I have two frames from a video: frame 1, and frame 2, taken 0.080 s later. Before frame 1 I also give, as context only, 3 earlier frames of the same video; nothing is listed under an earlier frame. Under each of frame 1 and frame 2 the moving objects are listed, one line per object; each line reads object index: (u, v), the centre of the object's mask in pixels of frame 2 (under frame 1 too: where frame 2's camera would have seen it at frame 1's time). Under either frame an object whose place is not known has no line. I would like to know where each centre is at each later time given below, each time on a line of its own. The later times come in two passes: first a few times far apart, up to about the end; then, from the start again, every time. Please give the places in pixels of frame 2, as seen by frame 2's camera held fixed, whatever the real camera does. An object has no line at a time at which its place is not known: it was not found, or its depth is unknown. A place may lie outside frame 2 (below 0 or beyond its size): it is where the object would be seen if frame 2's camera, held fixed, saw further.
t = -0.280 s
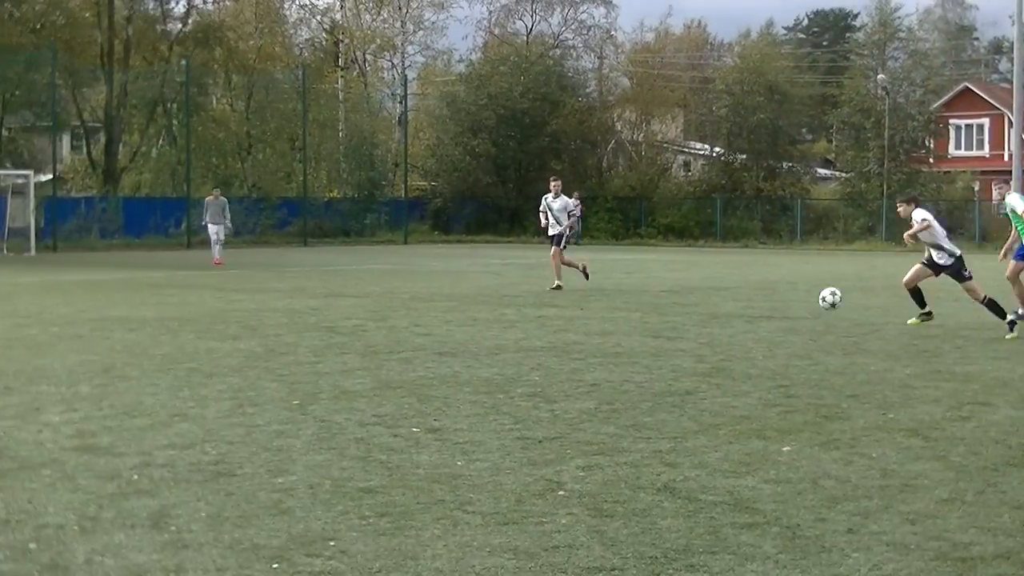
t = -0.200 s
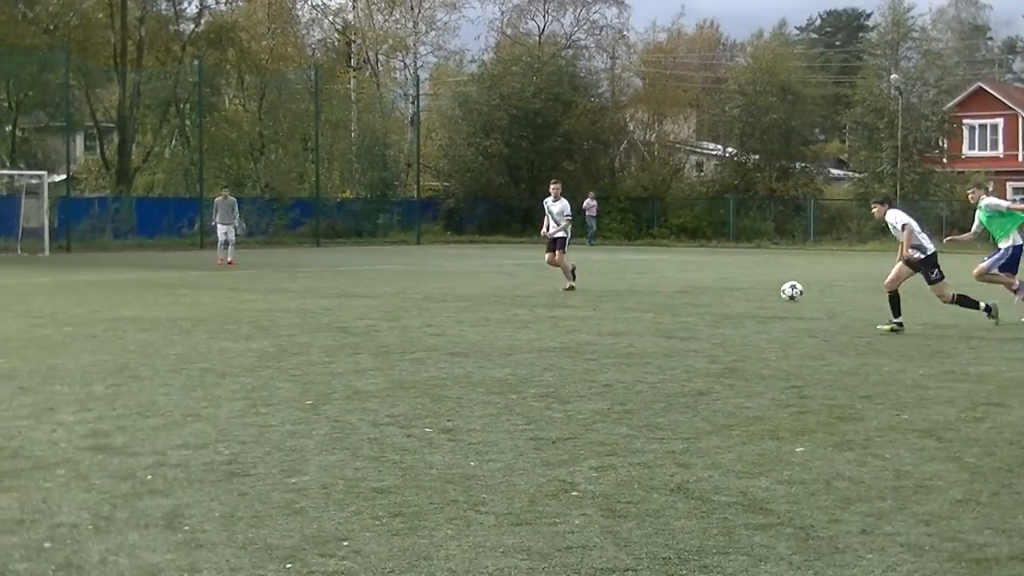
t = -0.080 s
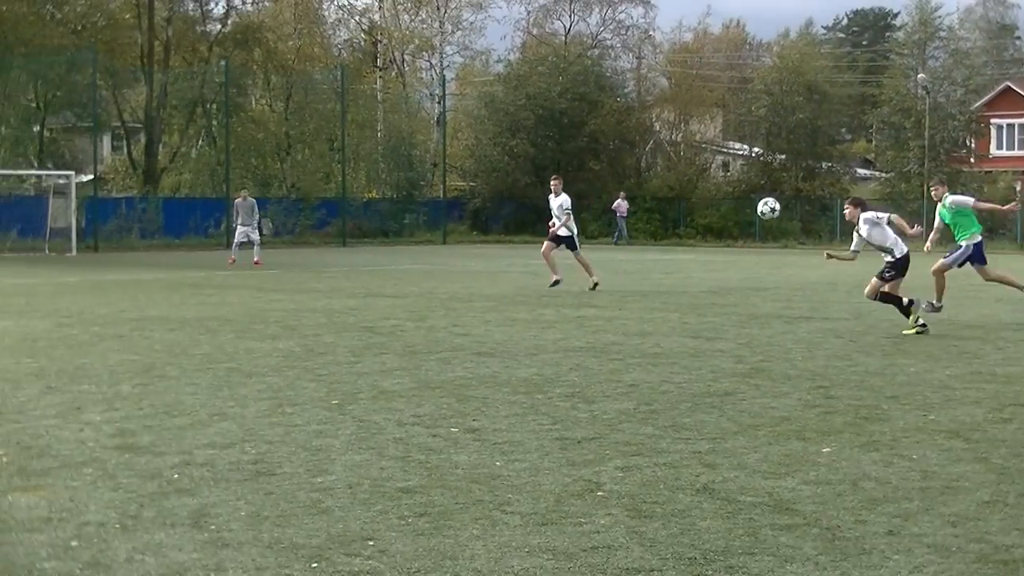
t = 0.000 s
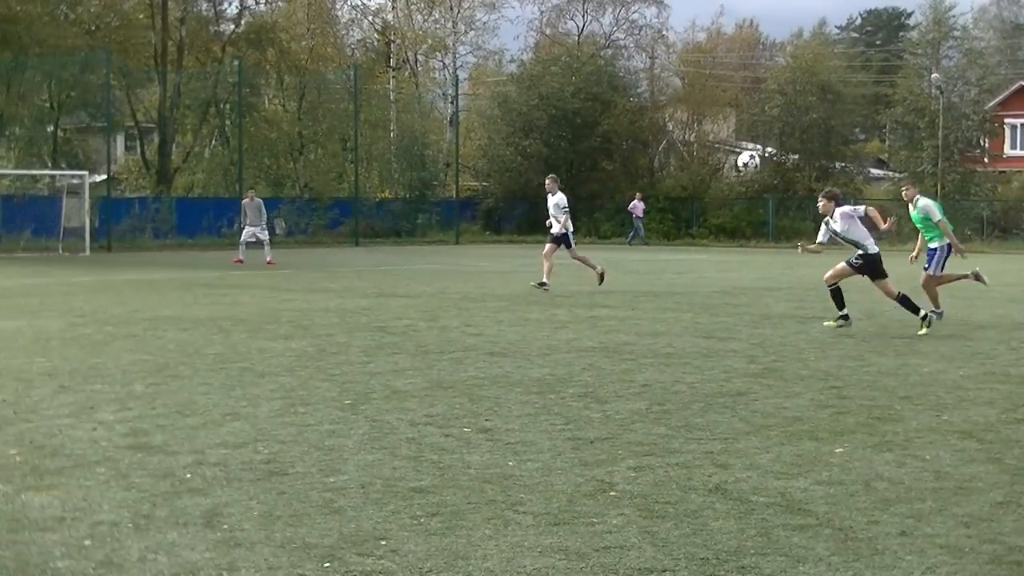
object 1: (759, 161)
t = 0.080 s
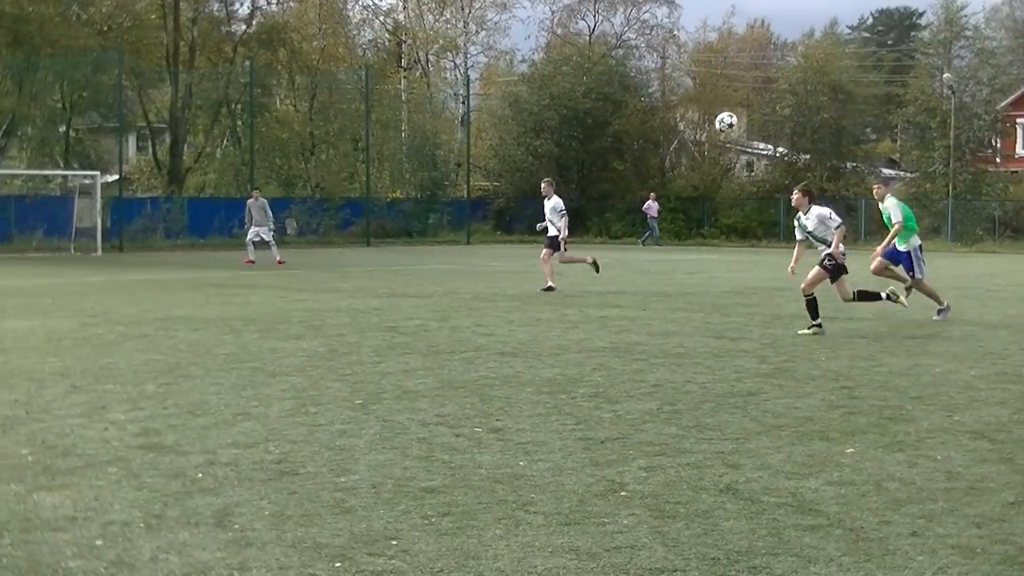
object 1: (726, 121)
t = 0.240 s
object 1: (661, 65)
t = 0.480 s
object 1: (567, 31)
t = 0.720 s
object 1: (479, 56)
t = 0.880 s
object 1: (423, 103)
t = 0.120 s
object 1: (710, 106)
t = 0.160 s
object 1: (694, 90)
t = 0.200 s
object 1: (679, 79)
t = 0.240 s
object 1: (661, 65)
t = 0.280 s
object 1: (646, 55)
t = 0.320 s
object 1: (629, 47)
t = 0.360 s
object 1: (614, 40)
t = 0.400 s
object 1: (598, 36)
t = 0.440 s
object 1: (583, 32)
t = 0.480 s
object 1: (567, 31)
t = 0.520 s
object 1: (552, 31)
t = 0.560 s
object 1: (537, 33)
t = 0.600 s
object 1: (522, 36)
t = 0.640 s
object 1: (507, 41)
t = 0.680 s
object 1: (493, 47)
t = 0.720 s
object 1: (479, 56)
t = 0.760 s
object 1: (465, 65)
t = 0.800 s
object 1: (451, 76)
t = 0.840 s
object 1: (437, 89)
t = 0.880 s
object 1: (423, 103)
